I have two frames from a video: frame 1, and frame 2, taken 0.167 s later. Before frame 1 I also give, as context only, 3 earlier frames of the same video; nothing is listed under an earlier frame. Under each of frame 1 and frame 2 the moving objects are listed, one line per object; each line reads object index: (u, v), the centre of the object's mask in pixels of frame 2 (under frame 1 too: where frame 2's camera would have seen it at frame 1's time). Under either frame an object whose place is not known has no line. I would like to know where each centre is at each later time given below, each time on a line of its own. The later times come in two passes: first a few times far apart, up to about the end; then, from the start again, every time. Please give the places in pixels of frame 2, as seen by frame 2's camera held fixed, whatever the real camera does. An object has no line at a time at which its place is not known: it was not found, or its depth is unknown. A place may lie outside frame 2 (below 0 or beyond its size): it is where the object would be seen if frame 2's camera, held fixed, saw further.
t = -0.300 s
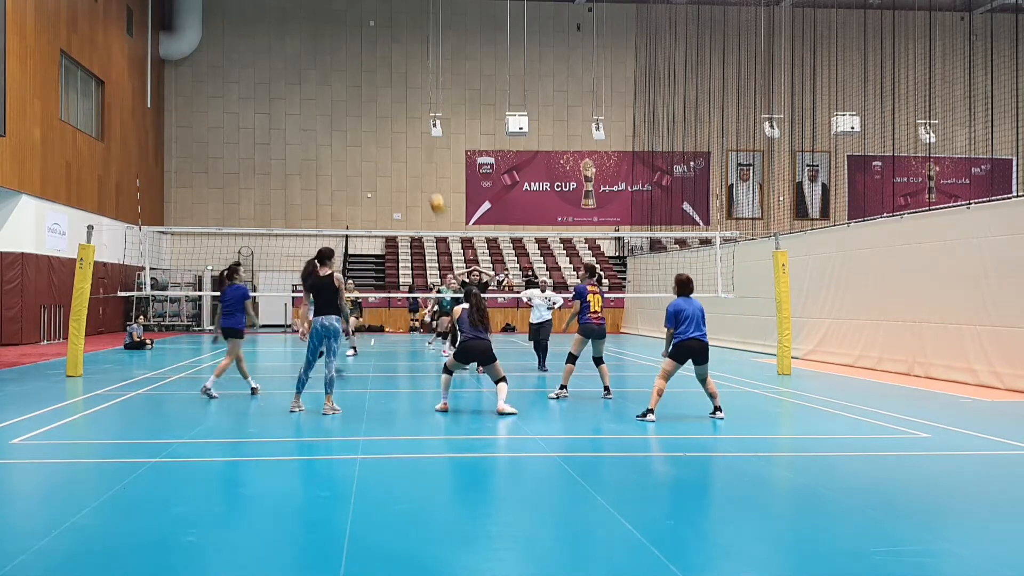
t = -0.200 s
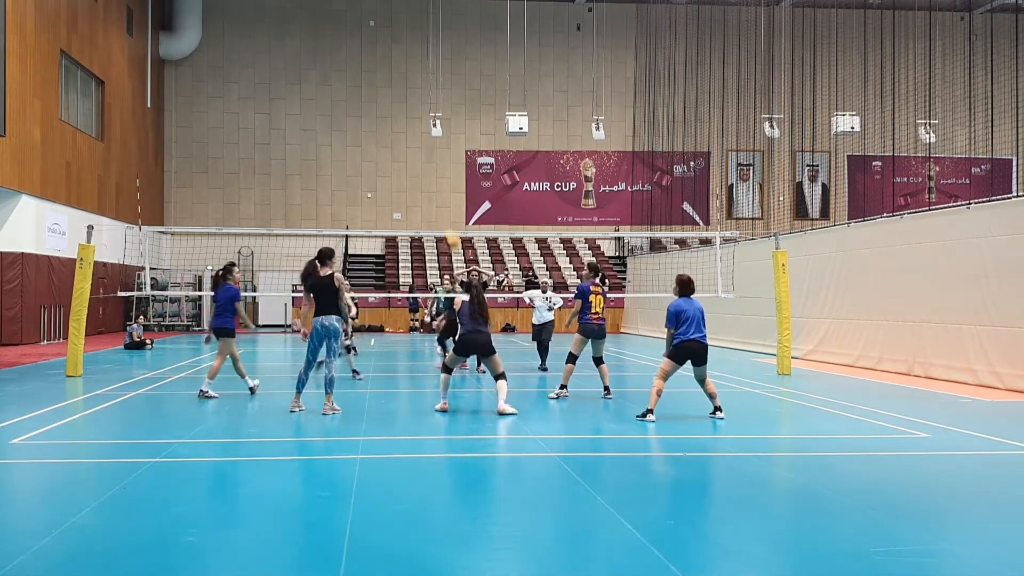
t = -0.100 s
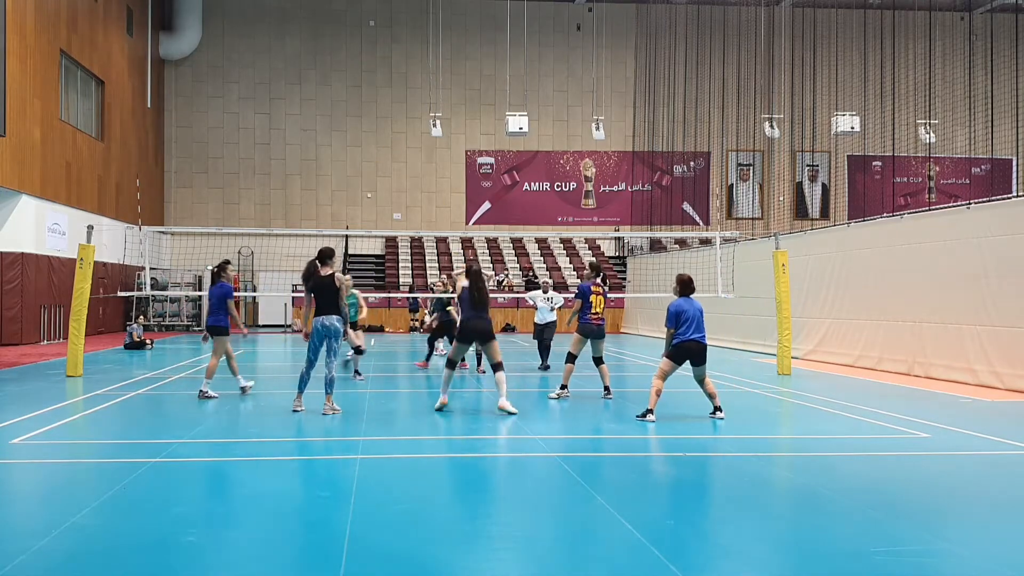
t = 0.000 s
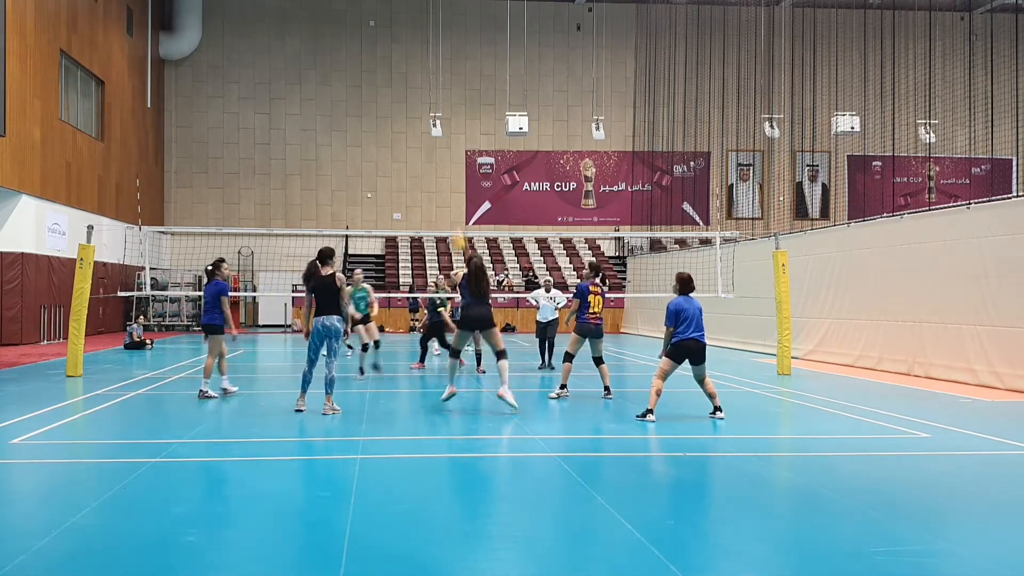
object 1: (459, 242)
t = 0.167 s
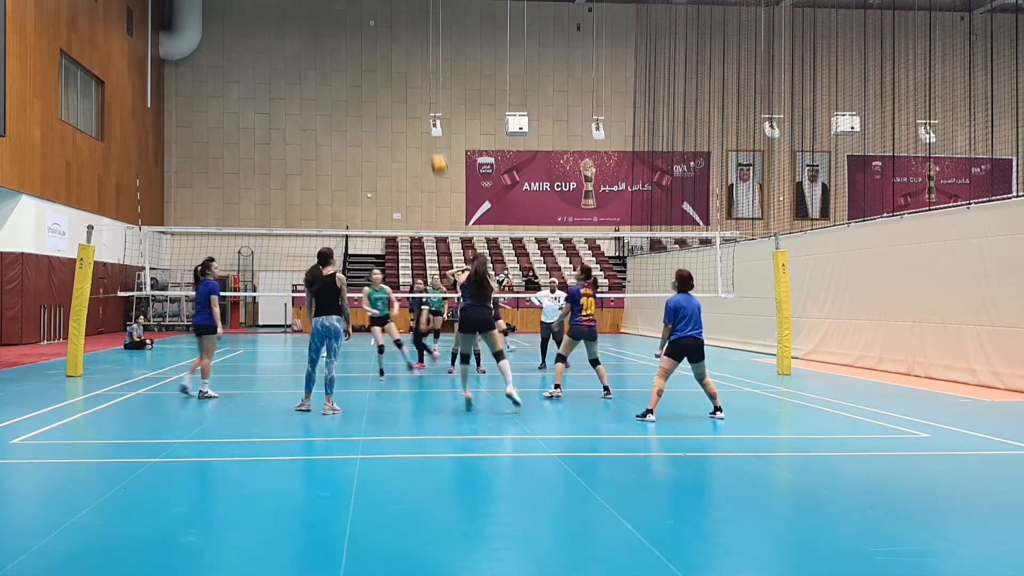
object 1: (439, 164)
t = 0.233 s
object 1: (431, 143)
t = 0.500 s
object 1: (403, 93)
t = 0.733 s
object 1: (381, 98)
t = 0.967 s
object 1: (362, 138)
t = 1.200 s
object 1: (342, 211)
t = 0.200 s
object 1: (436, 152)
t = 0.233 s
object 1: (431, 143)
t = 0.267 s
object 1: (427, 133)
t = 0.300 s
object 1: (424, 123)
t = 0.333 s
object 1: (421, 116)
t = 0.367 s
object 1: (417, 110)
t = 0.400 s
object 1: (414, 104)
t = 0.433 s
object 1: (410, 100)
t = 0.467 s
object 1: (407, 96)
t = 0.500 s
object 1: (403, 93)
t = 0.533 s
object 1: (400, 92)
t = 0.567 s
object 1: (397, 91)
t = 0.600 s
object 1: (393, 90)
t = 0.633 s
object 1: (390, 91)
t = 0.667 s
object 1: (386, 93)
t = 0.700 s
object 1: (384, 95)
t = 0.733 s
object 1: (381, 98)
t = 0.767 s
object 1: (377, 101)
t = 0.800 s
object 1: (375, 106)
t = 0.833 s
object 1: (372, 111)
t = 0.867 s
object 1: (369, 117)
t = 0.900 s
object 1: (366, 124)
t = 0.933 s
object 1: (365, 131)
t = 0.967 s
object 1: (362, 138)
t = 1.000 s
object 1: (358, 147)
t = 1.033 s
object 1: (356, 156)
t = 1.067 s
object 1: (352, 166)
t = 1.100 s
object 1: (350, 177)
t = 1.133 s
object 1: (348, 188)
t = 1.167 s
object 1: (345, 197)
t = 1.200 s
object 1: (342, 211)
